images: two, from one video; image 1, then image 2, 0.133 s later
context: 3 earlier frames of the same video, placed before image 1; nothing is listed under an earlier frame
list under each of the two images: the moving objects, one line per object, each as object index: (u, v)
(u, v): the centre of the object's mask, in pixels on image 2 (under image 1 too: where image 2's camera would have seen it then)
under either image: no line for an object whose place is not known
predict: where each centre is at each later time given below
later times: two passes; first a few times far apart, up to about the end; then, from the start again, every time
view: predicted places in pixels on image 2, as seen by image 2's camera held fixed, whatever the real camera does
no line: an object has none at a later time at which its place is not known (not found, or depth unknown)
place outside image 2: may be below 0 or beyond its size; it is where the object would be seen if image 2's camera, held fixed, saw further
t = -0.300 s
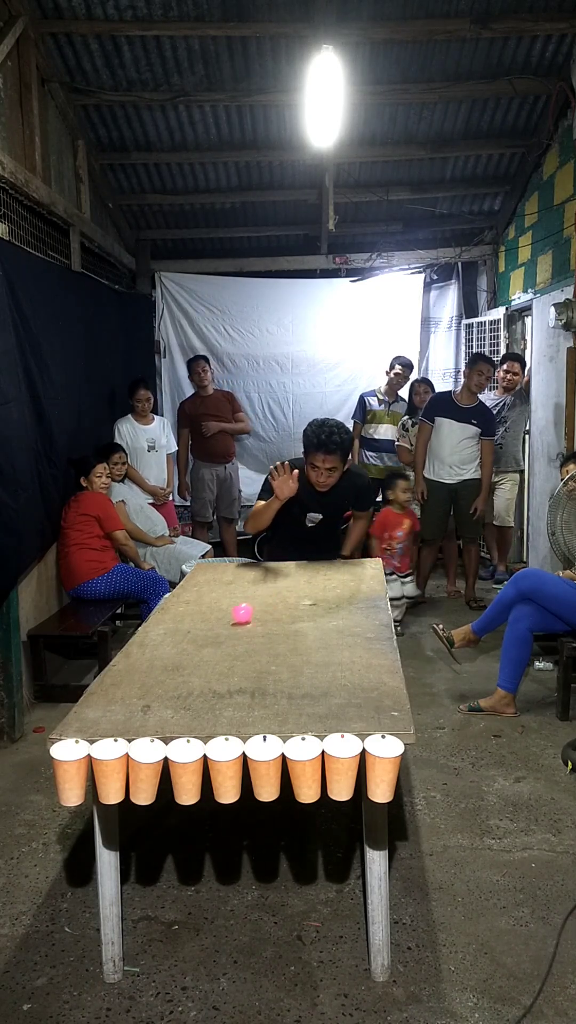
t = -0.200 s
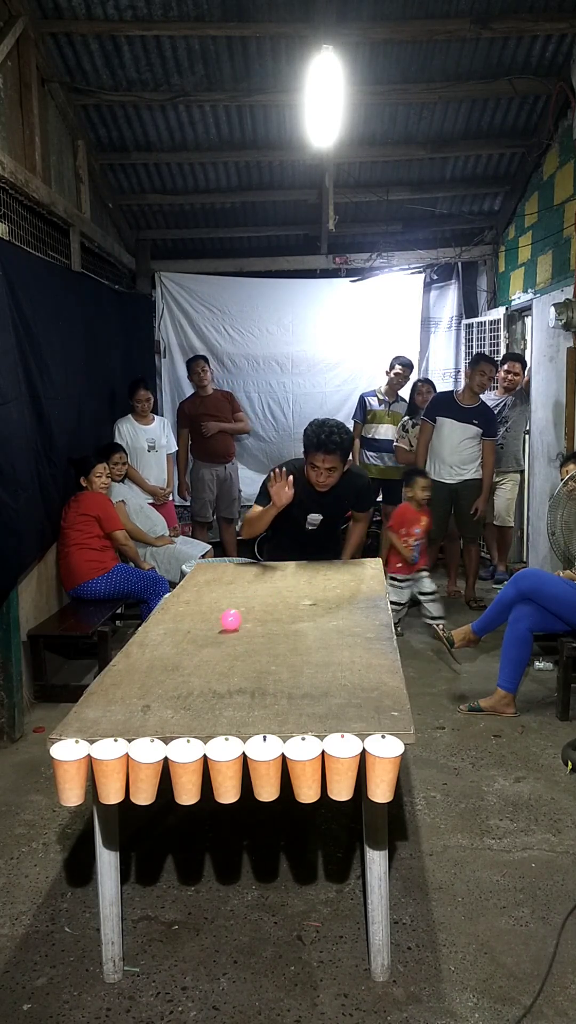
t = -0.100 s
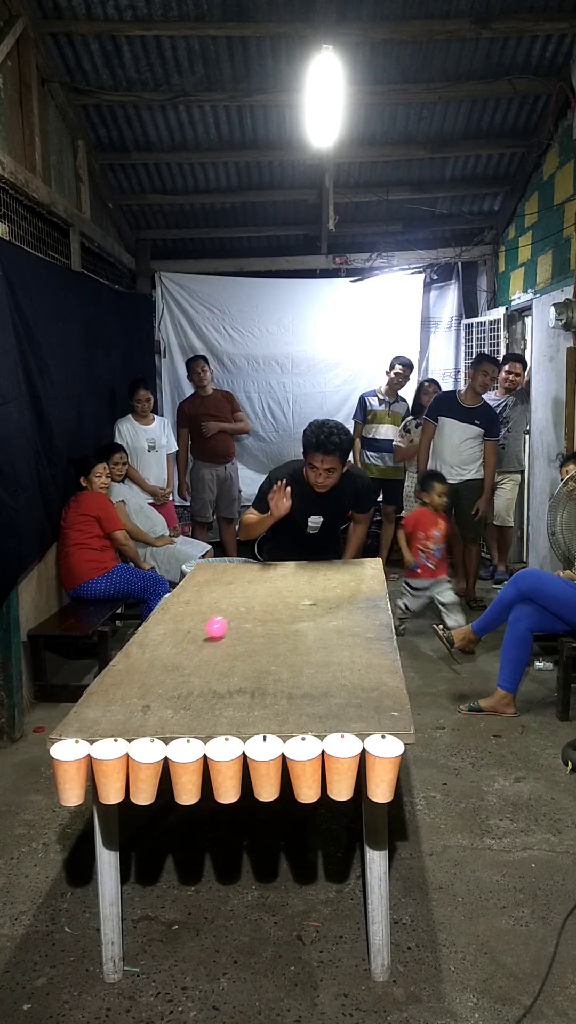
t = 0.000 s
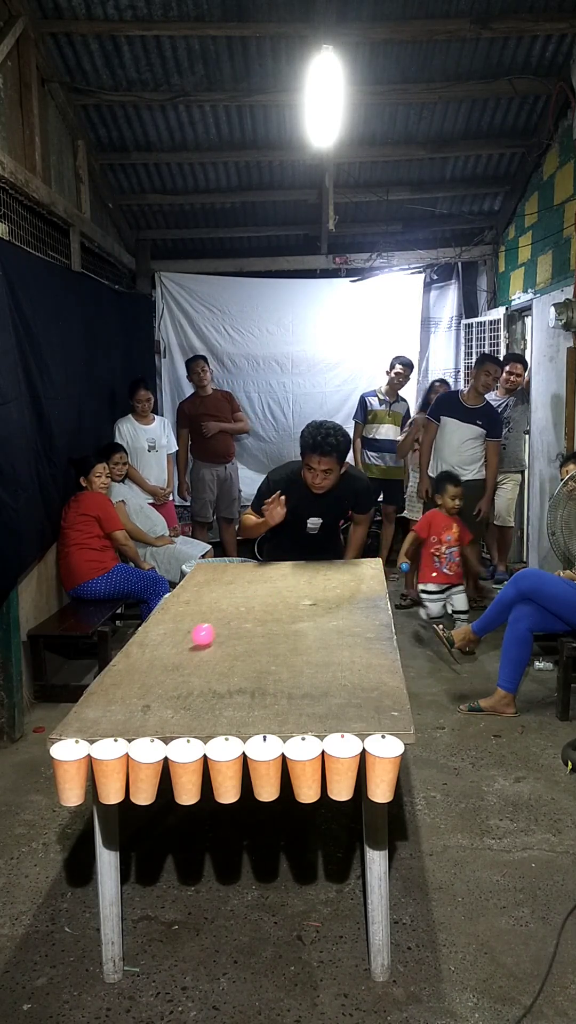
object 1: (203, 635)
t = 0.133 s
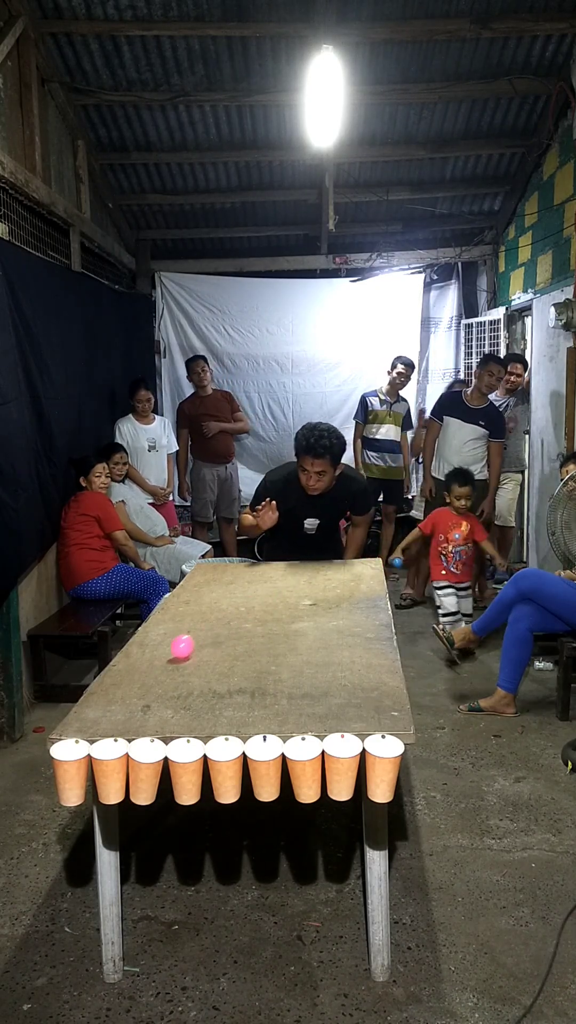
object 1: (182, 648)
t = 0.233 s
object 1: (167, 656)
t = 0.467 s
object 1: (130, 677)
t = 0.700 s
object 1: (92, 705)
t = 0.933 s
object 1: (59, 743)
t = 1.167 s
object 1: (75, 857)
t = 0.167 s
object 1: (177, 650)
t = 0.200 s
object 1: (172, 653)
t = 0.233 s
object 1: (167, 656)
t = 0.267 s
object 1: (162, 659)
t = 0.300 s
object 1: (156, 662)
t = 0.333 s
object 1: (150, 665)
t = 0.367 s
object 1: (145, 668)
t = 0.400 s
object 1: (140, 671)
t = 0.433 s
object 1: (135, 675)
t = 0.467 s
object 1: (130, 677)
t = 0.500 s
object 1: (124, 681)
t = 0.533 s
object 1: (118, 685)
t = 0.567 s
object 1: (113, 689)
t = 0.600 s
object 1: (108, 693)
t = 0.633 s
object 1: (103, 697)
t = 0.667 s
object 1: (97, 700)
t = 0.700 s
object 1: (92, 705)
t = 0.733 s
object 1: (86, 709)
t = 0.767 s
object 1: (81, 714)
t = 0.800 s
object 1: (75, 718)
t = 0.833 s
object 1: (70, 722)
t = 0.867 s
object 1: (66, 726)
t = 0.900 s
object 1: (62, 733)
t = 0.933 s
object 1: (59, 743)
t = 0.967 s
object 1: (60, 744)
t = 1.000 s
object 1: (61, 750)
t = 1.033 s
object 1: (63, 766)
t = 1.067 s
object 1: (65, 783)
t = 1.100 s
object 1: (67, 805)
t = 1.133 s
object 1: (70, 834)
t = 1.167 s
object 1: (75, 857)
